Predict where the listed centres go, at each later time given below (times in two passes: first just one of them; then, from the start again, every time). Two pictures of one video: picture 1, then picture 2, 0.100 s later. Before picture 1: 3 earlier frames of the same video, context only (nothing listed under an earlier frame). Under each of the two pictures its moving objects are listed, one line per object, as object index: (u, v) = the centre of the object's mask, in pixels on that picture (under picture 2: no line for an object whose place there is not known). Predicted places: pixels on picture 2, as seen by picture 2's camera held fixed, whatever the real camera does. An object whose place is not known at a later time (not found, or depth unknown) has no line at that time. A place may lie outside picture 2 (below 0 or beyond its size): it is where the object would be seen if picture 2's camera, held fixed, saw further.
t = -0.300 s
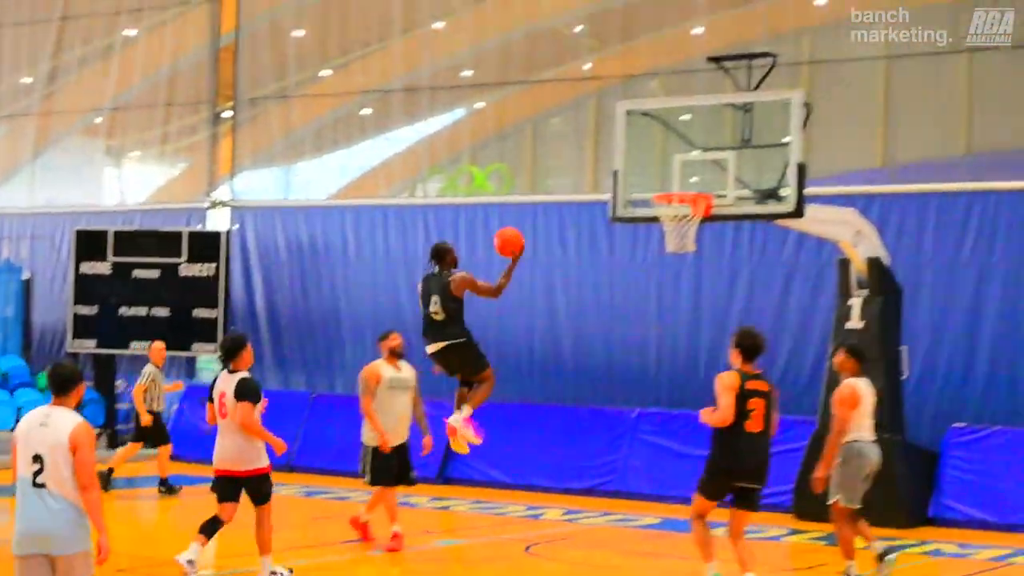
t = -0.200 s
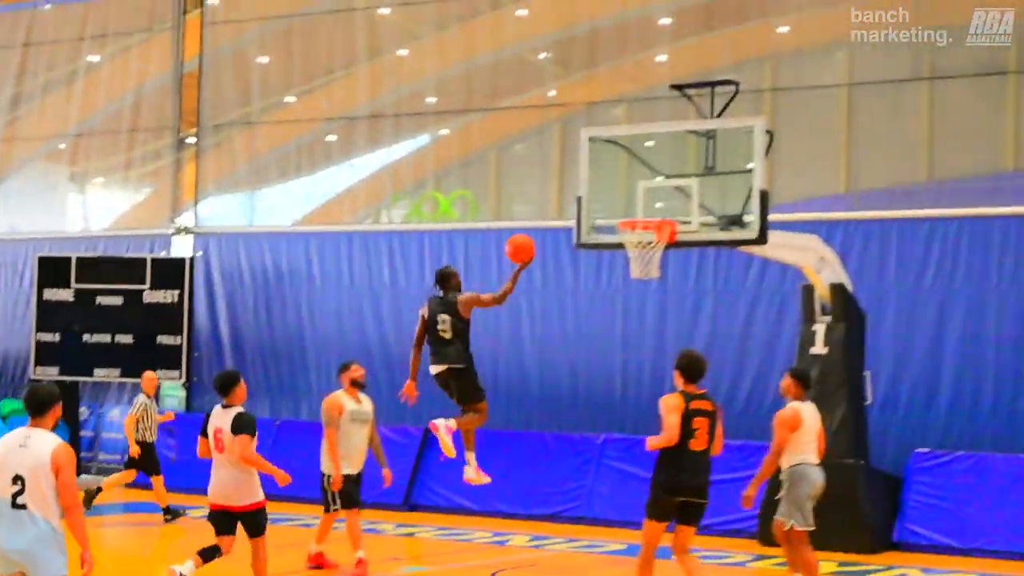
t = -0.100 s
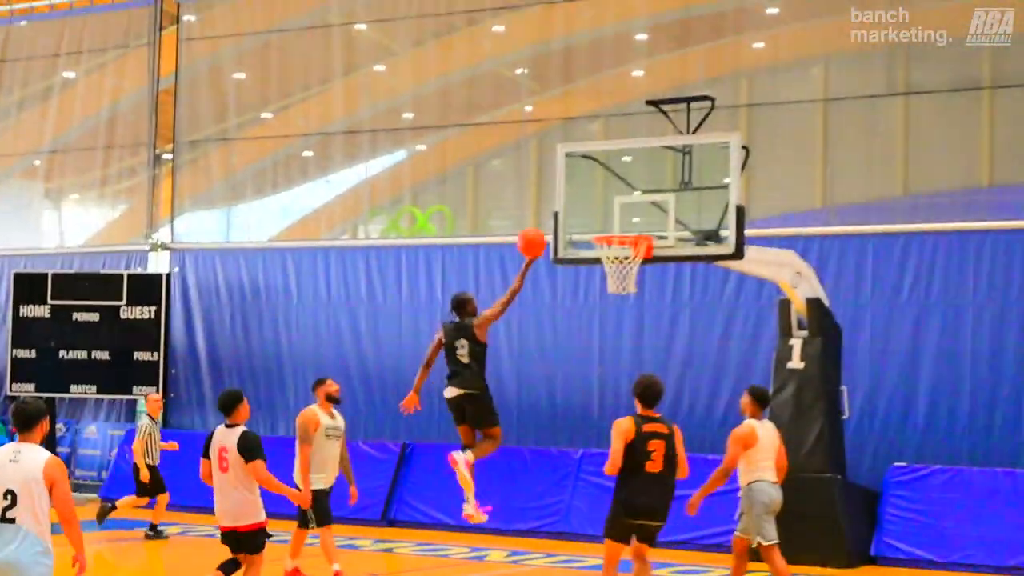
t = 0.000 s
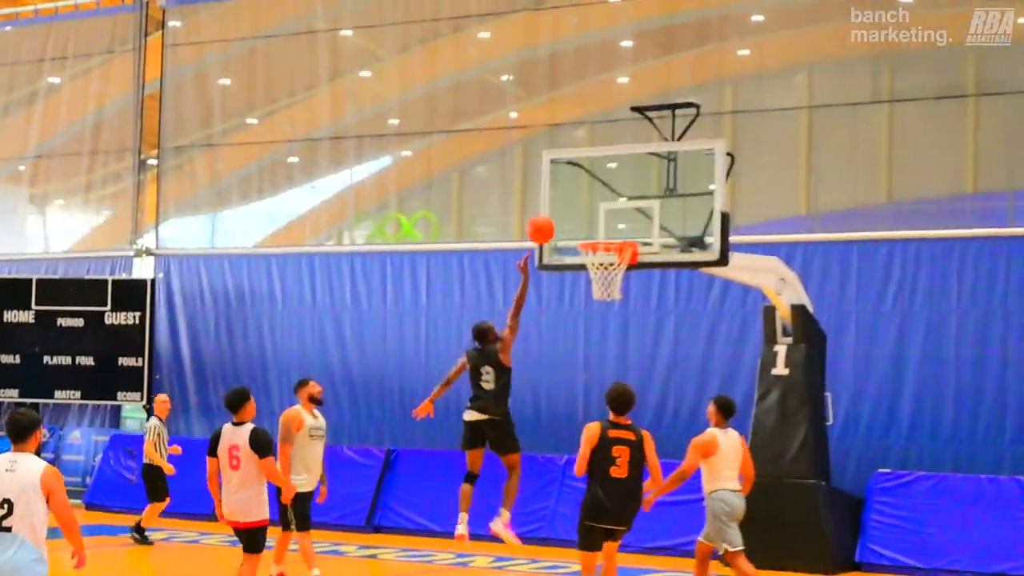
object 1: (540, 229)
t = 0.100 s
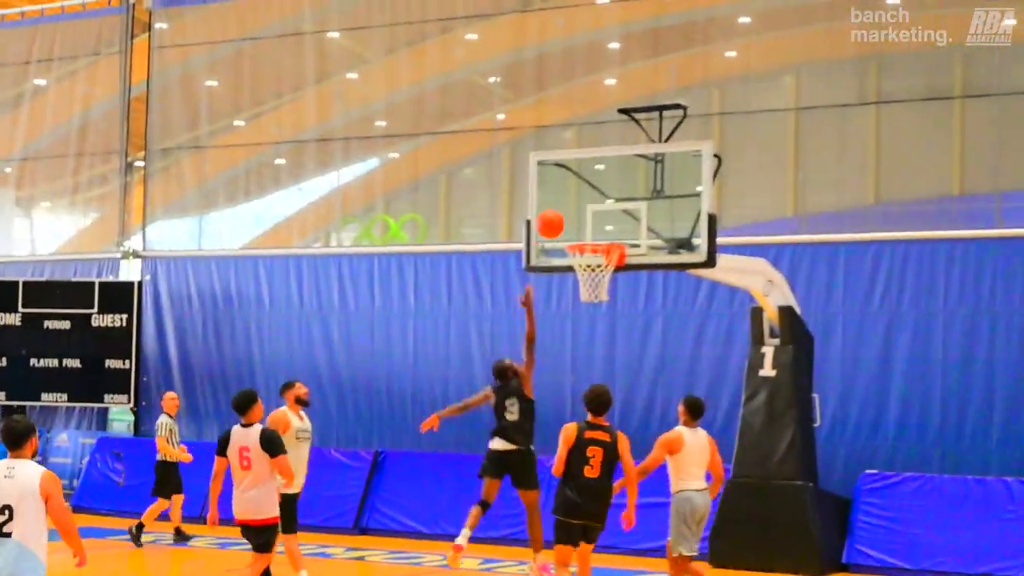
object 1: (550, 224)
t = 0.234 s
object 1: (579, 230)
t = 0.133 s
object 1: (557, 223)
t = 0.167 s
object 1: (565, 225)
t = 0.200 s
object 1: (572, 227)
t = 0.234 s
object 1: (579, 230)
